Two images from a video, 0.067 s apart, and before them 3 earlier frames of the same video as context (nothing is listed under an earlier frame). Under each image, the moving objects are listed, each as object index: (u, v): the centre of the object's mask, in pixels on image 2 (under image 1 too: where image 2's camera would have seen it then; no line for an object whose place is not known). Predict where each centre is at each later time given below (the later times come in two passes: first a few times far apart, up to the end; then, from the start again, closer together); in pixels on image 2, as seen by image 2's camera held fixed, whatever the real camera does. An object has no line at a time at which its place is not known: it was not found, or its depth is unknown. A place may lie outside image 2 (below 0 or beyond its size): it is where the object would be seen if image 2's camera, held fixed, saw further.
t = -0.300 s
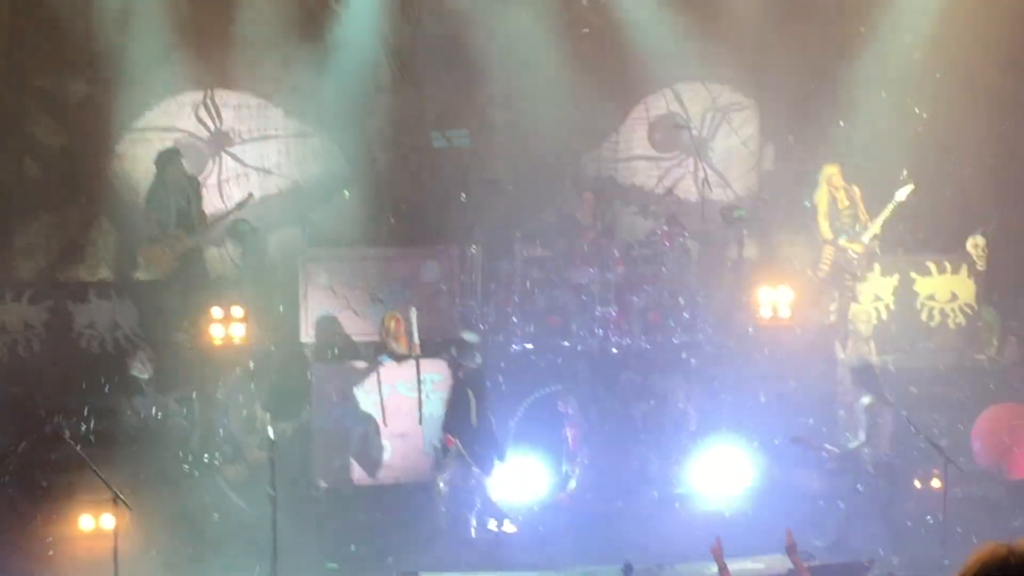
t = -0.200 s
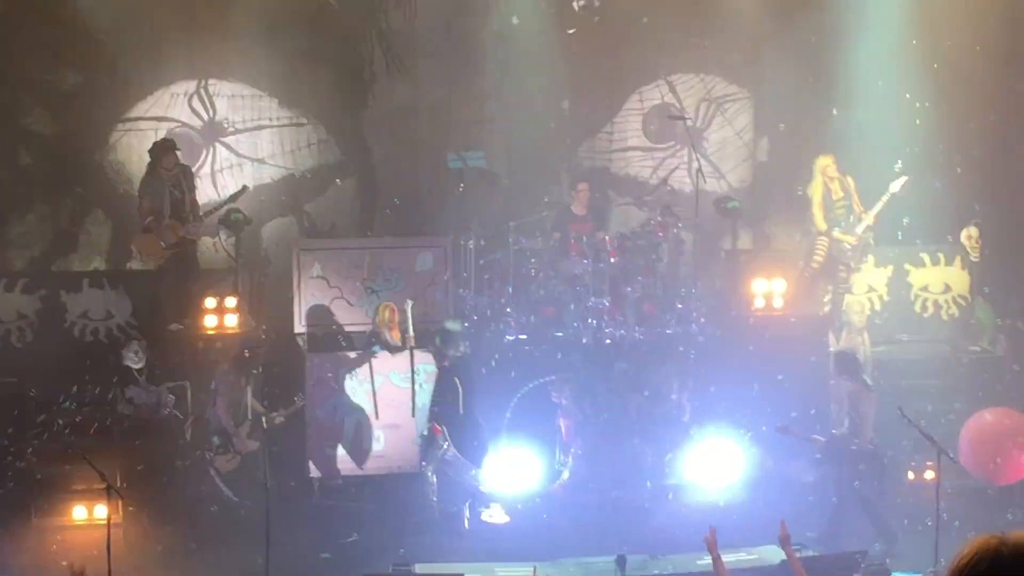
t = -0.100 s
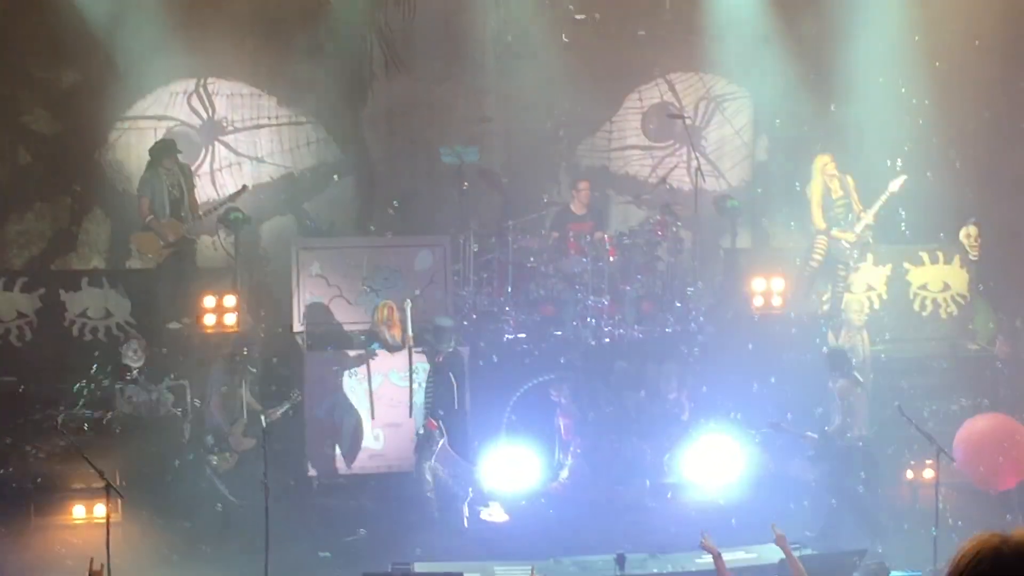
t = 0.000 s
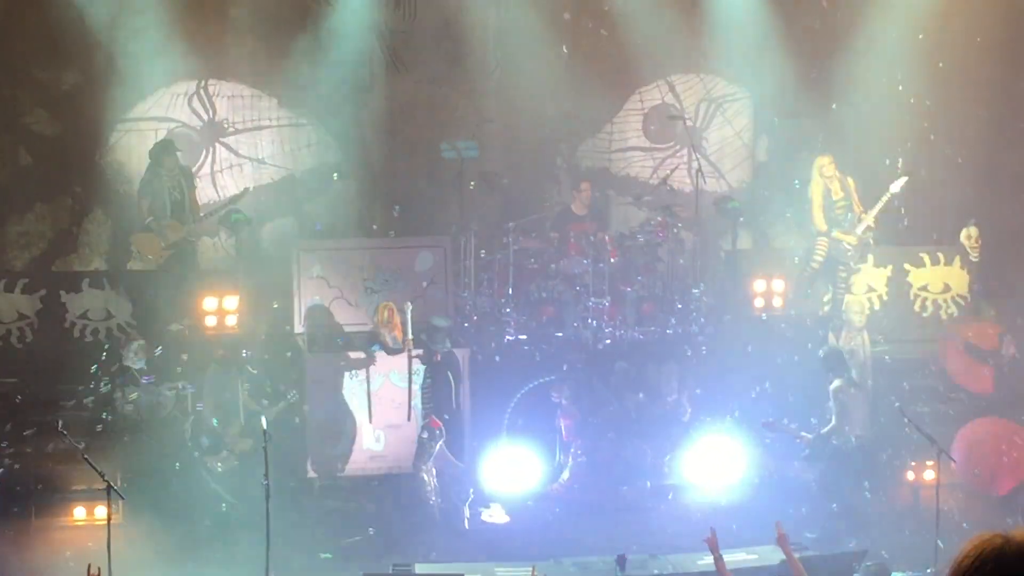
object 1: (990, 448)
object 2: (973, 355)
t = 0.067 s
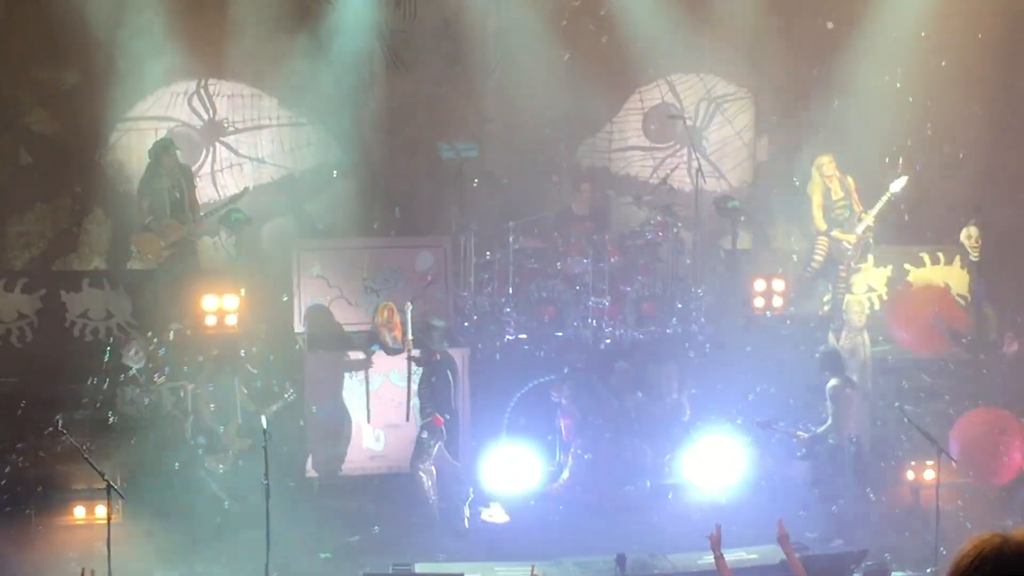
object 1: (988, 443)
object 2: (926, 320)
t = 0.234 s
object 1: (985, 412)
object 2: (791, 225)
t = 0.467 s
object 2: (686, 152)
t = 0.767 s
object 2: (605, 146)
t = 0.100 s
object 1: (988, 437)
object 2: (899, 299)
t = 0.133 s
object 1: (989, 428)
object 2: (872, 277)
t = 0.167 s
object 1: (989, 421)
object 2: (846, 257)
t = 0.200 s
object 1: (988, 416)
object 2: (819, 243)
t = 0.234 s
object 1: (985, 412)
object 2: (791, 225)
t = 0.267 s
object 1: (985, 408)
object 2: (770, 210)
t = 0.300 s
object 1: (987, 407)
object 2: (750, 198)
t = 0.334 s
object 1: (989, 405)
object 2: (732, 188)
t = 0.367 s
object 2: (719, 177)
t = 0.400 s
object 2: (706, 167)
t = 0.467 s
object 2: (686, 152)
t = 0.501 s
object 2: (677, 147)
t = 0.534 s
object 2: (669, 143)
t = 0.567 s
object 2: (663, 140)
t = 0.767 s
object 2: (605, 146)
